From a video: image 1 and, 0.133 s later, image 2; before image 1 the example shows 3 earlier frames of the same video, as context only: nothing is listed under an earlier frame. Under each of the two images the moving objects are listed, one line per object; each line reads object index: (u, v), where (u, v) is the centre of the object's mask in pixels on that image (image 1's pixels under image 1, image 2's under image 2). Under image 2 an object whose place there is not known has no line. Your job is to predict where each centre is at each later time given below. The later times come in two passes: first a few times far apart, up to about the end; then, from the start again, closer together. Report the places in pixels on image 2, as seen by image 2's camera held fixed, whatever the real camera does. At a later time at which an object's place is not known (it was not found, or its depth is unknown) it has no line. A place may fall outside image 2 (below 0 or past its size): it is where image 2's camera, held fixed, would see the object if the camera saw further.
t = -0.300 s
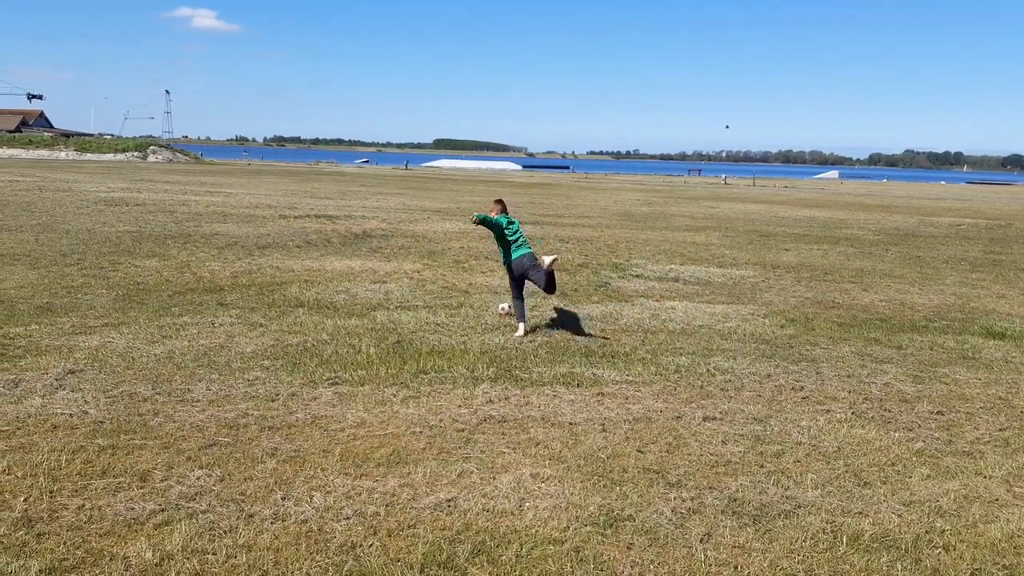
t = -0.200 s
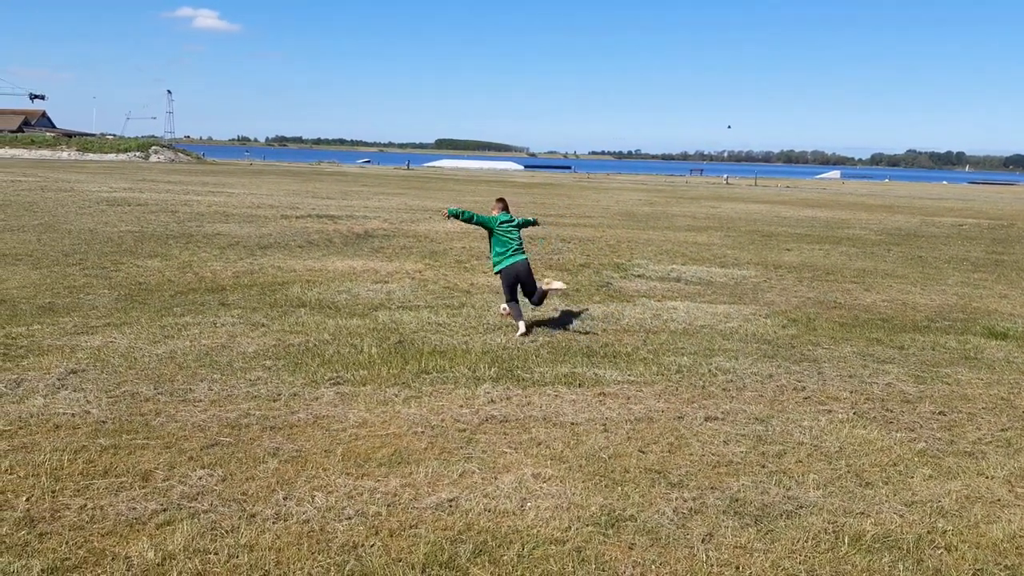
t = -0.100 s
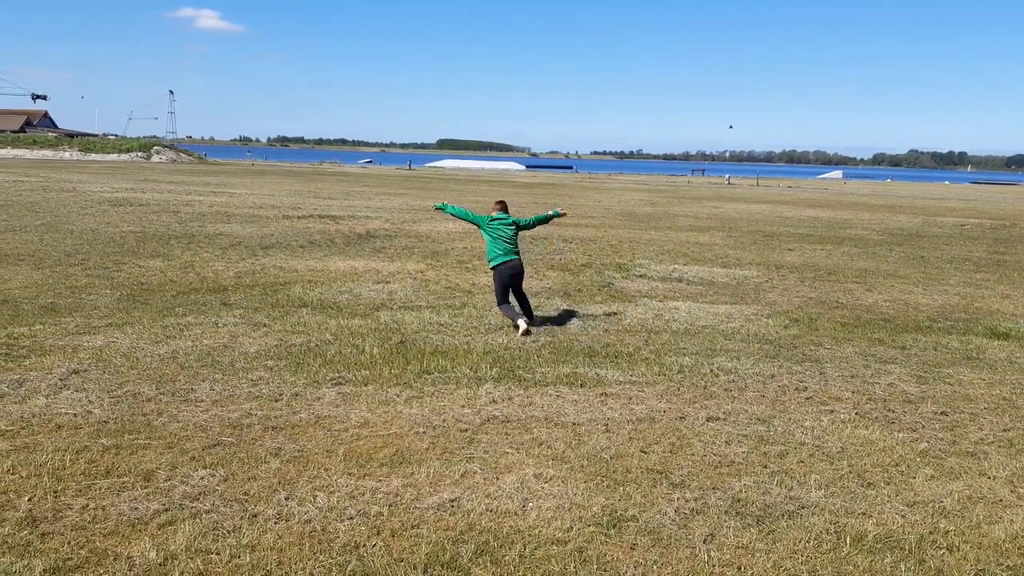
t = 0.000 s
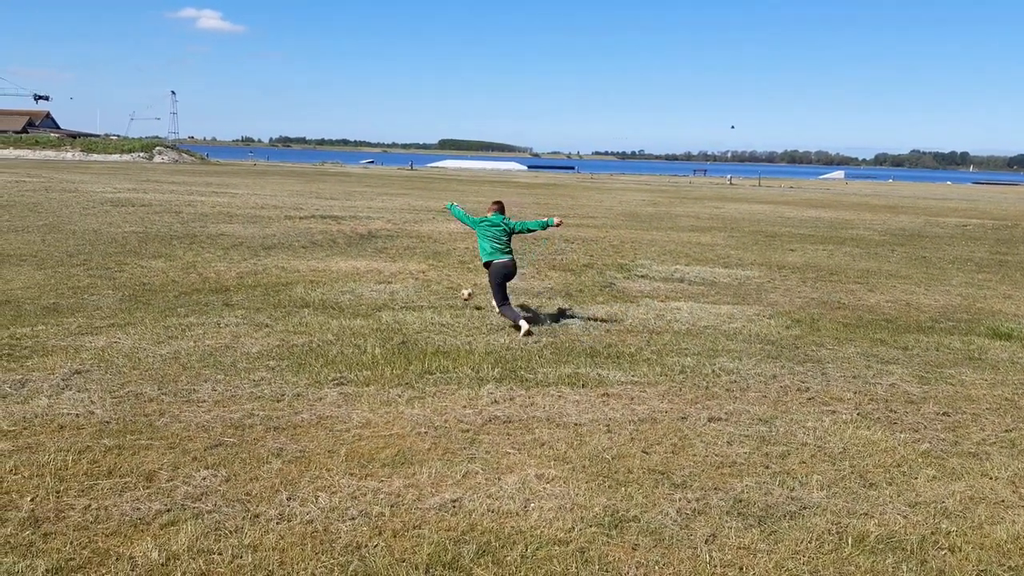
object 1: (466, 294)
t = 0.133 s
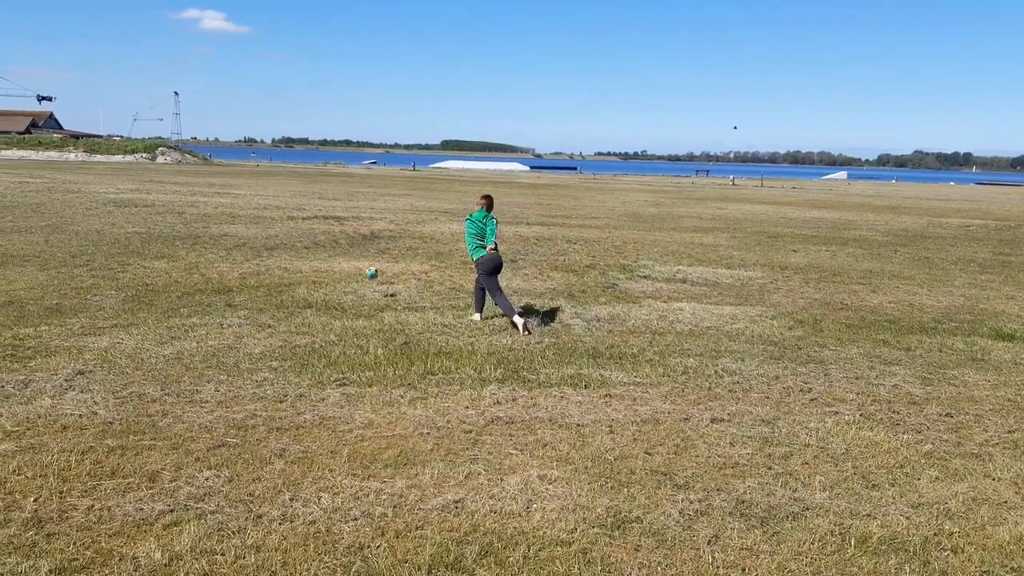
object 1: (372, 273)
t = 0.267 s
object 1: (286, 269)
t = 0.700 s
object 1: (154, 256)
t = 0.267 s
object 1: (286, 269)
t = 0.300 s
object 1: (267, 270)
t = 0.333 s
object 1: (247, 273)
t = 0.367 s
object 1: (231, 277)
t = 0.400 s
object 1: (219, 276)
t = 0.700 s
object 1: (154, 256)
